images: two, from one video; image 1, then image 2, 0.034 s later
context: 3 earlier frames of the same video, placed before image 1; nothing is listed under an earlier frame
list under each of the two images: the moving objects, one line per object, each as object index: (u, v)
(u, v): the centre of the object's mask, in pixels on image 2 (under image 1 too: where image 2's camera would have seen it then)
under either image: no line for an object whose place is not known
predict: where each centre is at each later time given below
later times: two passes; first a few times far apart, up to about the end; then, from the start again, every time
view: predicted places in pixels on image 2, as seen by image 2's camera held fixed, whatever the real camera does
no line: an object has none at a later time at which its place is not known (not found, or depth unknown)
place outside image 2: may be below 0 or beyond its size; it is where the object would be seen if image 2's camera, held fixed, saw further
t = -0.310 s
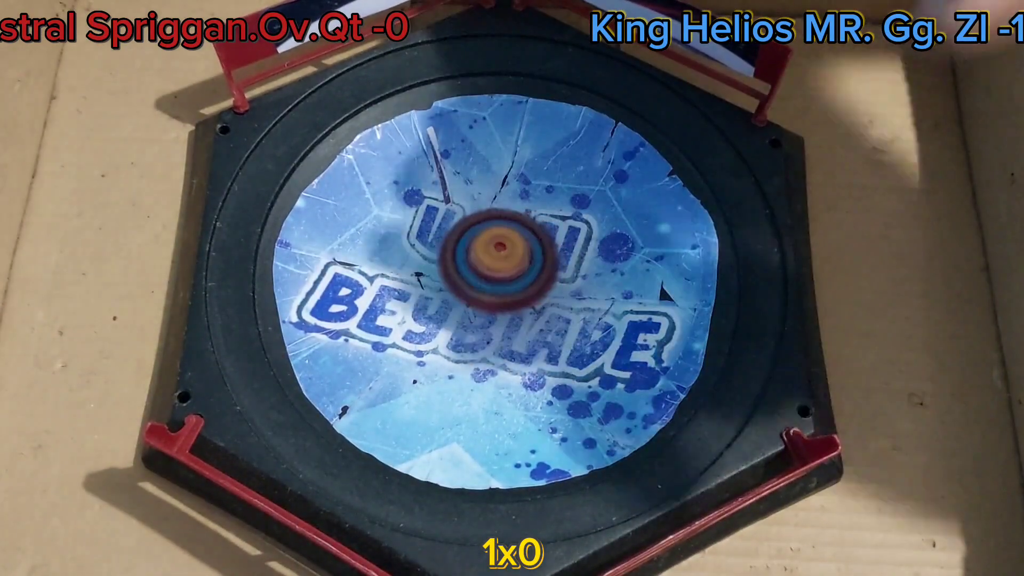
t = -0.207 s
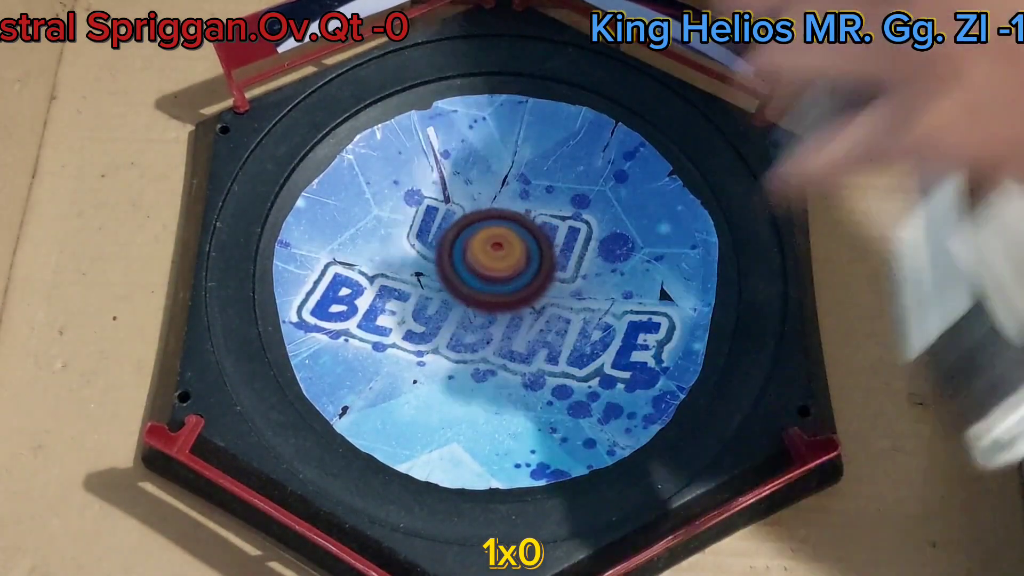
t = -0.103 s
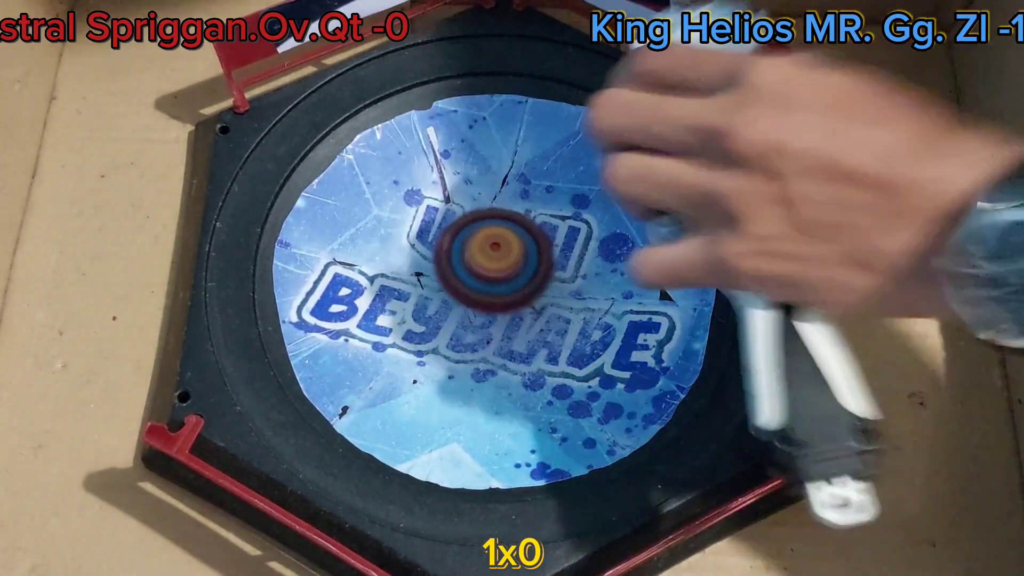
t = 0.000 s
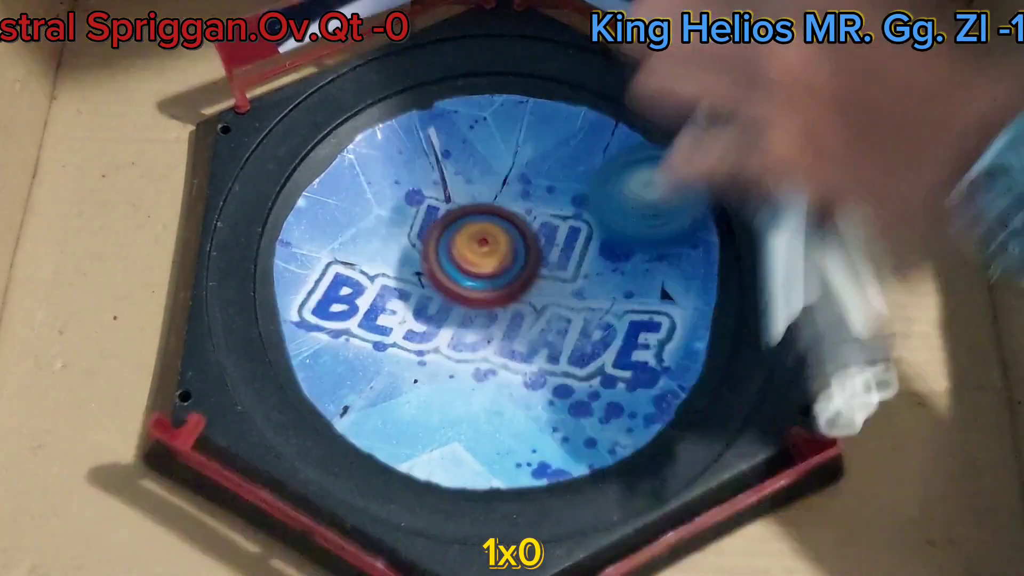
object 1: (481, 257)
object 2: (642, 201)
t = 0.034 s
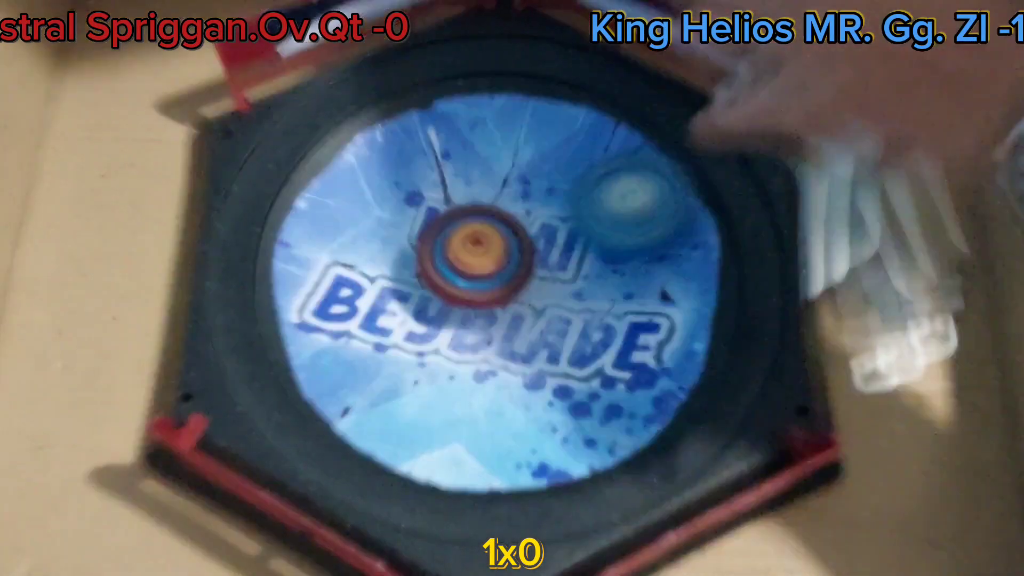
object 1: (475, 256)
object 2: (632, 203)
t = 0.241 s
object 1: (387, 268)
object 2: (632, 272)
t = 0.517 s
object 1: (398, 328)
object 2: (572, 308)
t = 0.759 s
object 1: (423, 334)
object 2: (593, 282)
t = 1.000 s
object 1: (454, 312)
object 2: (597, 281)
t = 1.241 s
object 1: (432, 272)
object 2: (599, 270)
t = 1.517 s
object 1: (421, 255)
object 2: (569, 267)
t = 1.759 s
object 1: (393, 252)
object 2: (607, 231)
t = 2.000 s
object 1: (385, 302)
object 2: (607, 246)
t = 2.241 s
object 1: (457, 319)
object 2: (560, 247)
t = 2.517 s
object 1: (453, 300)
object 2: (582, 211)
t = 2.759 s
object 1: (409, 351)
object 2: (593, 165)
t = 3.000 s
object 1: (464, 350)
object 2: (588, 196)
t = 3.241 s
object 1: (486, 327)
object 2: (546, 215)
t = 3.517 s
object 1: (473, 339)
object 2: (528, 194)
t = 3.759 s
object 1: (466, 314)
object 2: (509, 201)
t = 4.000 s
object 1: (441, 340)
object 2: (506, 167)
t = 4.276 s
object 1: (478, 334)
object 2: (489, 209)
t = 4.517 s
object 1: (503, 335)
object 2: (463, 199)
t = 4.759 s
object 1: (539, 314)
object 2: (438, 212)
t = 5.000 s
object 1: (558, 290)
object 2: (424, 231)
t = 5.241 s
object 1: (556, 262)
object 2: (418, 253)
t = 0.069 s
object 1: (469, 253)
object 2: (608, 217)
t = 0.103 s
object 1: (461, 252)
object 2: (591, 230)
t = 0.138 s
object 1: (431, 254)
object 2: (600, 238)
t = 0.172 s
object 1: (409, 256)
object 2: (614, 248)
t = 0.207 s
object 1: (394, 262)
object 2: (625, 259)
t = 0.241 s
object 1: (387, 268)
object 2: (632, 272)
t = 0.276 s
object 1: (382, 285)
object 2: (626, 299)
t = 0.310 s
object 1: (381, 293)
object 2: (618, 307)
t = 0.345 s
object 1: (381, 299)
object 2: (609, 311)
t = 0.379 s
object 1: (383, 306)
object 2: (599, 313)
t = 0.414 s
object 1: (385, 313)
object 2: (591, 313)
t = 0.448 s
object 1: (388, 319)
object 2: (583, 313)
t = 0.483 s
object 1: (393, 324)
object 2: (578, 311)
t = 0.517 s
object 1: (398, 328)
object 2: (572, 308)
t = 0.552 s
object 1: (404, 332)
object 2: (569, 306)
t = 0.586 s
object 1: (412, 335)
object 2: (567, 305)
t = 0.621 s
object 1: (420, 336)
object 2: (566, 303)
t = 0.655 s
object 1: (429, 336)
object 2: (565, 302)
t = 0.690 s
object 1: (436, 334)
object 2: (565, 301)
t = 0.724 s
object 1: (429, 335)
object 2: (580, 292)
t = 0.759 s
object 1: (423, 334)
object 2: (593, 282)
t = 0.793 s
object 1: (424, 332)
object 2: (599, 276)
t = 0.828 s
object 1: (430, 332)
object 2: (601, 277)
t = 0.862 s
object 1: (437, 330)
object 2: (601, 281)
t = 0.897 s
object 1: (442, 327)
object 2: (602, 284)
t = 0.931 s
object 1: (447, 323)
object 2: (602, 284)
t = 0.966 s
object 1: (451, 318)
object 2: (600, 283)
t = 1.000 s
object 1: (454, 312)
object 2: (597, 281)
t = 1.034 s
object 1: (456, 305)
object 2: (593, 279)
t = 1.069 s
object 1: (457, 298)
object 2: (589, 279)
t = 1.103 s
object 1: (456, 291)
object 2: (588, 280)
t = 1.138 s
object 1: (448, 285)
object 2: (592, 278)
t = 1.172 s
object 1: (439, 280)
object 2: (599, 276)
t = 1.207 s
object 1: (435, 276)
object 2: (600, 273)
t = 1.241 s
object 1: (432, 272)
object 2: (599, 270)
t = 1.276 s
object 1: (430, 270)
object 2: (596, 267)
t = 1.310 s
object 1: (428, 267)
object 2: (592, 265)
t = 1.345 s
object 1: (426, 265)
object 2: (587, 263)
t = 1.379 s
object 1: (426, 261)
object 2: (579, 264)
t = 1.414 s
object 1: (424, 260)
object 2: (576, 264)
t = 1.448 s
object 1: (422, 258)
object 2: (573, 265)
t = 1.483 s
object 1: (421, 256)
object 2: (569, 267)
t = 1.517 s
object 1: (421, 255)
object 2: (569, 267)
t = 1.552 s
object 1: (423, 255)
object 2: (569, 267)
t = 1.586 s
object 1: (424, 254)
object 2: (568, 263)
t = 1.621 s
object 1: (426, 252)
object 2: (565, 255)
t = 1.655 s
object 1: (431, 250)
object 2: (564, 249)
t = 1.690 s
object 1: (435, 249)
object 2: (565, 246)
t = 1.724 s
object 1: (418, 250)
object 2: (573, 243)
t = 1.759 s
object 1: (393, 252)
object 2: (607, 231)
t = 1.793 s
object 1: (376, 255)
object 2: (621, 225)
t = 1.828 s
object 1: (368, 260)
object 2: (627, 225)
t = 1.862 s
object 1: (366, 268)
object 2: (627, 228)
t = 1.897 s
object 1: (368, 276)
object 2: (622, 235)
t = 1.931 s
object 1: (372, 286)
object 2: (620, 238)
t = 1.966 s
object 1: (377, 294)
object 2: (615, 242)
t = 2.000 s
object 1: (385, 302)
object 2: (607, 246)
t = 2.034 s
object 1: (393, 309)
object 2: (599, 248)
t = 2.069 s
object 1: (404, 314)
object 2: (591, 250)
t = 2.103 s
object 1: (414, 318)
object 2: (583, 251)
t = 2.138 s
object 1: (426, 320)
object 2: (576, 250)
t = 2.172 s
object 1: (437, 321)
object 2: (568, 250)
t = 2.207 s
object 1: (449, 319)
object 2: (562, 249)
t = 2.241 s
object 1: (457, 319)
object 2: (560, 247)
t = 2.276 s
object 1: (444, 328)
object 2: (574, 236)
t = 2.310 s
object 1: (433, 332)
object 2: (585, 217)
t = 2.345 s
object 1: (428, 332)
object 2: (588, 210)
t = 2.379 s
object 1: (427, 326)
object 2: (590, 207)
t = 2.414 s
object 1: (430, 319)
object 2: (590, 206)
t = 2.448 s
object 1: (441, 307)
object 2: (587, 209)
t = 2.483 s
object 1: (447, 303)
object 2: (585, 211)
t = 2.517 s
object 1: (453, 300)
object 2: (582, 211)
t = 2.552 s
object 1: (458, 297)
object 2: (579, 212)
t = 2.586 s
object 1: (462, 296)
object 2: (574, 214)
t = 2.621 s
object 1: (466, 294)
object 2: (568, 217)
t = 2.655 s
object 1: (467, 294)
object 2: (559, 216)
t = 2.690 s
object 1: (438, 332)
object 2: (573, 195)
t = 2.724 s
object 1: (421, 339)
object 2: (587, 177)
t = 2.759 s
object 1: (409, 351)
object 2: (593, 165)
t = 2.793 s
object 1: (405, 359)
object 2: (596, 163)
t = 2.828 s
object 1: (408, 363)
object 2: (597, 166)
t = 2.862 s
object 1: (418, 363)
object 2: (595, 171)
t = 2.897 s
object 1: (432, 360)
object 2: (595, 178)
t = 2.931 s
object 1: (444, 356)
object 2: (594, 184)
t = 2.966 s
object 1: (455, 353)
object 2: (591, 191)
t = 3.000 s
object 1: (464, 350)
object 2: (588, 196)
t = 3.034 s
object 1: (471, 346)
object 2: (582, 201)
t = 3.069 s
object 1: (477, 343)
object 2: (577, 205)
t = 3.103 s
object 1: (482, 339)
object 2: (569, 209)
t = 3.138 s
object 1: (486, 335)
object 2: (560, 214)
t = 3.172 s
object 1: (489, 330)
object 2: (554, 217)
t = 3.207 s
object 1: (491, 324)
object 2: (548, 219)
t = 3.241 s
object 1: (486, 327)
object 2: (546, 215)
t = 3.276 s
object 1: (479, 336)
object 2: (546, 201)
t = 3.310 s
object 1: (474, 339)
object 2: (547, 194)
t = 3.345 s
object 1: (472, 341)
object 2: (544, 191)
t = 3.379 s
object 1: (473, 342)
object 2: (542, 189)
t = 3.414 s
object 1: (474, 342)
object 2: (540, 189)
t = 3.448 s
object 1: (474, 341)
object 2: (536, 191)
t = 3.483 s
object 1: (473, 341)
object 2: (532, 192)
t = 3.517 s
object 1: (473, 339)
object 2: (528, 194)
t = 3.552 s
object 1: (473, 334)
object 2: (524, 196)
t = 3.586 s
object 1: (472, 332)
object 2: (522, 197)
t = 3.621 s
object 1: (471, 329)
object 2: (519, 198)
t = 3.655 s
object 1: (470, 325)
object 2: (516, 199)
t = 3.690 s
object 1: (469, 322)
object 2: (513, 200)
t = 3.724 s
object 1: (467, 318)
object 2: (511, 200)
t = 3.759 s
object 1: (466, 314)
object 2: (509, 201)
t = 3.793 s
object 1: (464, 310)
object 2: (506, 201)
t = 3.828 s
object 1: (461, 308)
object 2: (504, 199)
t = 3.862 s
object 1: (458, 305)
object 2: (502, 197)
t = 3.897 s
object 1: (452, 313)
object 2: (502, 189)
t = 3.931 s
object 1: (445, 327)
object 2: (502, 176)
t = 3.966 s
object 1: (441, 336)
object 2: (504, 169)
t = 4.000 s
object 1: (441, 340)
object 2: (506, 167)
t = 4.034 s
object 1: (443, 342)
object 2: (505, 168)
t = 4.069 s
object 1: (448, 343)
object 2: (503, 173)
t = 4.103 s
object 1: (452, 343)
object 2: (501, 179)
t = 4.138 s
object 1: (457, 343)
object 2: (499, 185)
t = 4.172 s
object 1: (462, 342)
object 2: (497, 190)
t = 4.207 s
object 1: (468, 340)
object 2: (495, 196)
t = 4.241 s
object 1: (473, 338)
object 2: (491, 203)
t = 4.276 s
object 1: (478, 334)
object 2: (489, 209)
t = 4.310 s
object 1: (482, 330)
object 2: (486, 212)
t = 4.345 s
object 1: (486, 327)
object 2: (482, 213)
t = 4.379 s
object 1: (488, 334)
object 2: (478, 204)
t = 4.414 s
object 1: (491, 339)
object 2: (474, 198)
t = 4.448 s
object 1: (493, 340)
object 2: (471, 196)
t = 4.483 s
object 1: (498, 338)
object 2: (467, 196)
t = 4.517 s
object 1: (503, 335)
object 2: (463, 199)
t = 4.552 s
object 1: (508, 331)
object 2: (461, 203)
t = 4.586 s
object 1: (512, 326)
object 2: (459, 207)
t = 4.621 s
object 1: (515, 322)
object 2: (459, 208)
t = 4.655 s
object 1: (519, 314)
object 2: (454, 215)
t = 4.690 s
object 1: (529, 318)
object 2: (446, 213)
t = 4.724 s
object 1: (535, 317)
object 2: (441, 211)
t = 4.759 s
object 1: (539, 314)
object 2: (438, 212)
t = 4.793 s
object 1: (543, 311)
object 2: (435, 214)
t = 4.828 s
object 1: (547, 308)
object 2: (432, 217)
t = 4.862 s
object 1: (550, 304)
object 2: (431, 219)
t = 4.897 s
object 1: (552, 301)
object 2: (429, 222)
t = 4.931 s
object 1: (554, 297)
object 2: (426, 225)
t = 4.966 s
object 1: (556, 293)
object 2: (425, 228)
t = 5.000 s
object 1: (558, 290)
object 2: (424, 231)
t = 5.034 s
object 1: (558, 285)
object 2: (423, 234)
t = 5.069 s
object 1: (559, 281)
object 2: (422, 238)
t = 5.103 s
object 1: (559, 277)
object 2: (421, 241)
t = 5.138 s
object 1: (558, 273)
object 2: (420, 245)
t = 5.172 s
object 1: (558, 269)
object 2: (419, 248)
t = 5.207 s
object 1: (558, 265)
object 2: (418, 251)
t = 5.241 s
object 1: (556, 262)
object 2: (418, 253)
